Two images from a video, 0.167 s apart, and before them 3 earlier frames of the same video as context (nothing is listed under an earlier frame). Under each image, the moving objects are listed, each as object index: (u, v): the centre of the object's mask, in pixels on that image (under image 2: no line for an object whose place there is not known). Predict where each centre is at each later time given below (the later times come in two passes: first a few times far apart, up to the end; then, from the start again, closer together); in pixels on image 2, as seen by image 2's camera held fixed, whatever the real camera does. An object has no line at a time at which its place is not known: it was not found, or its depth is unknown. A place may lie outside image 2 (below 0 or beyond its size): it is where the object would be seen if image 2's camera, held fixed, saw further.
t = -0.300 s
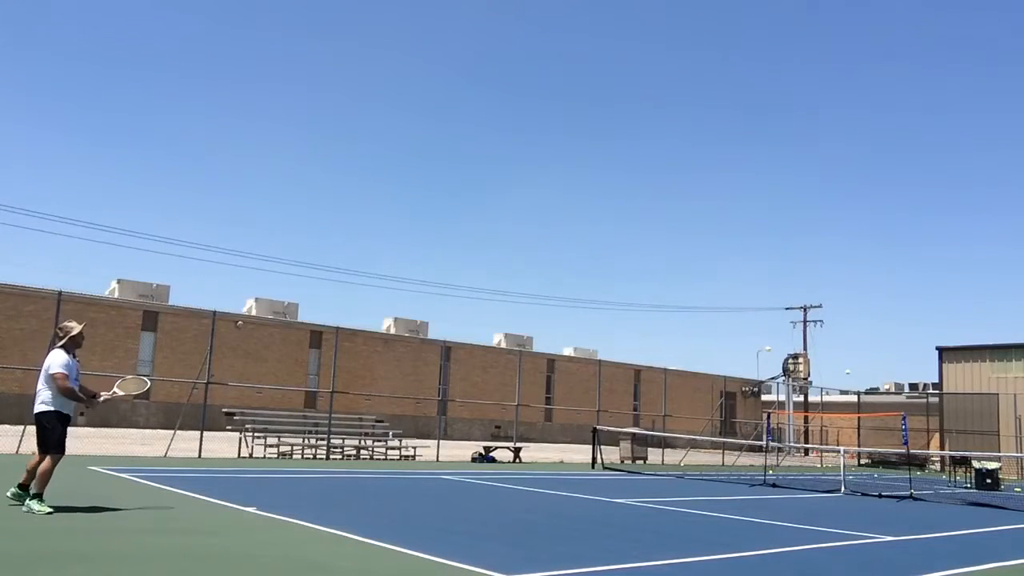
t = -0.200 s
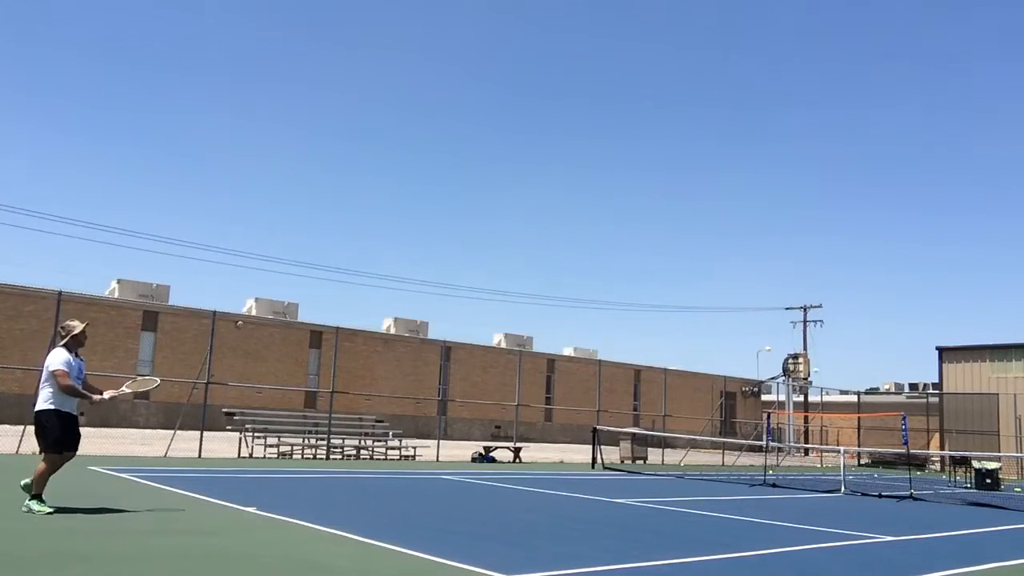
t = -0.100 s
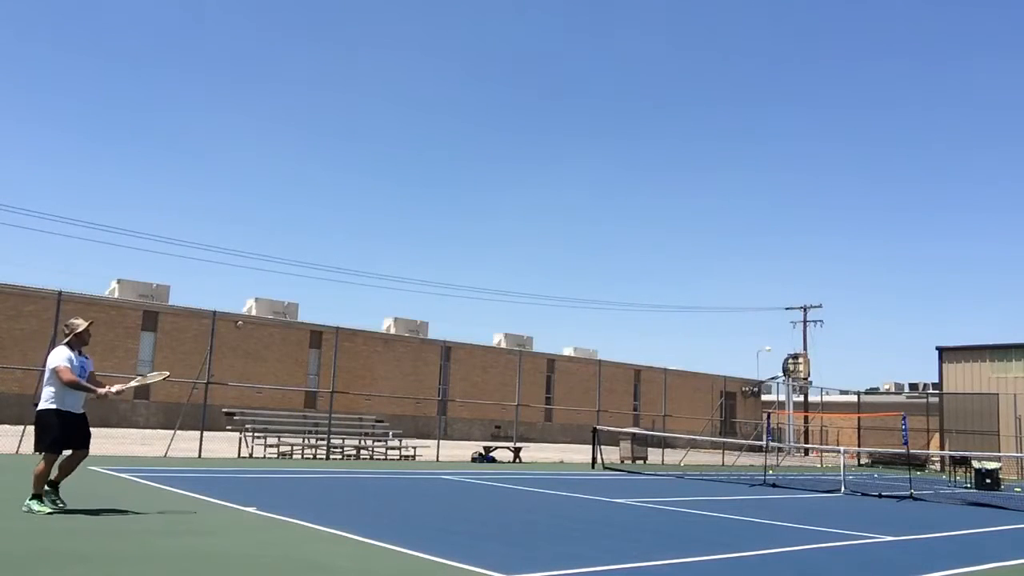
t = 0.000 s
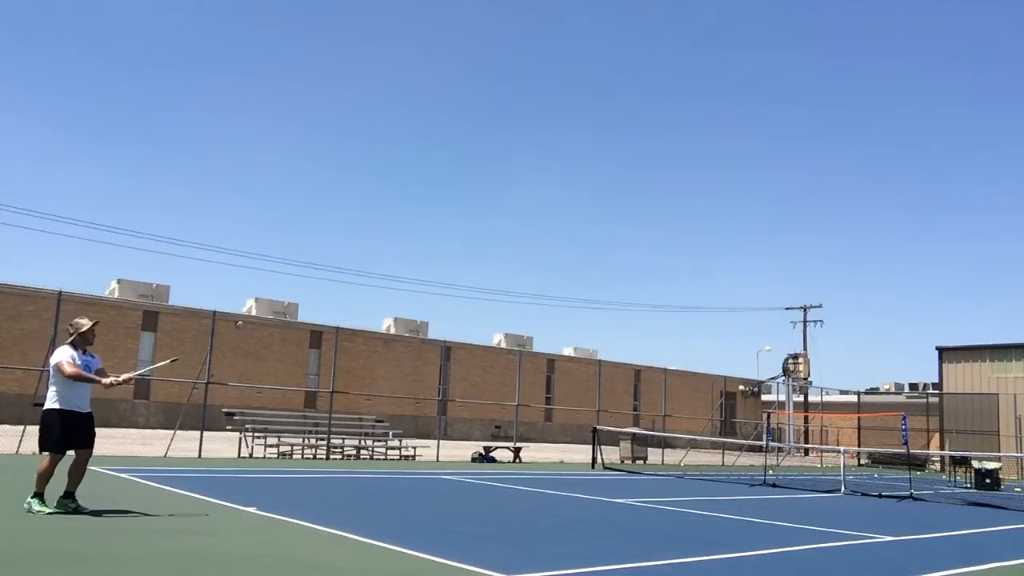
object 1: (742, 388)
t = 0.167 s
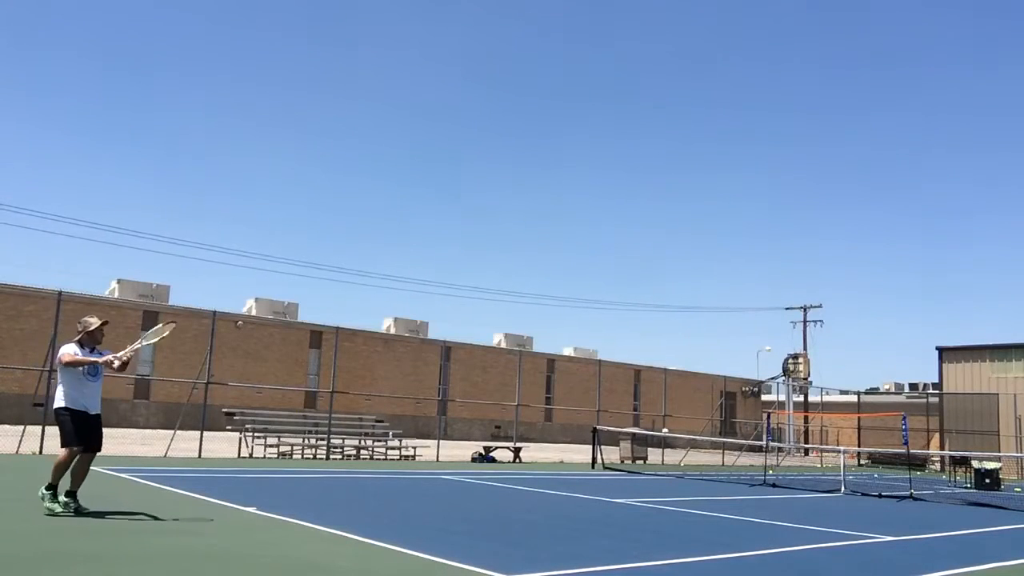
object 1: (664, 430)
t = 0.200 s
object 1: (647, 444)
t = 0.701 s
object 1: (393, 392)
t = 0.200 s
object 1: (647, 444)
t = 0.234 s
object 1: (629, 458)
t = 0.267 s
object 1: (610, 473)
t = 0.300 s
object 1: (591, 490)
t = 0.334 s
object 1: (571, 510)
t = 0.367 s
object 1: (556, 498)
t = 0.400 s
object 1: (541, 484)
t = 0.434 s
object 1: (527, 470)
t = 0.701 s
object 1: (393, 392)
